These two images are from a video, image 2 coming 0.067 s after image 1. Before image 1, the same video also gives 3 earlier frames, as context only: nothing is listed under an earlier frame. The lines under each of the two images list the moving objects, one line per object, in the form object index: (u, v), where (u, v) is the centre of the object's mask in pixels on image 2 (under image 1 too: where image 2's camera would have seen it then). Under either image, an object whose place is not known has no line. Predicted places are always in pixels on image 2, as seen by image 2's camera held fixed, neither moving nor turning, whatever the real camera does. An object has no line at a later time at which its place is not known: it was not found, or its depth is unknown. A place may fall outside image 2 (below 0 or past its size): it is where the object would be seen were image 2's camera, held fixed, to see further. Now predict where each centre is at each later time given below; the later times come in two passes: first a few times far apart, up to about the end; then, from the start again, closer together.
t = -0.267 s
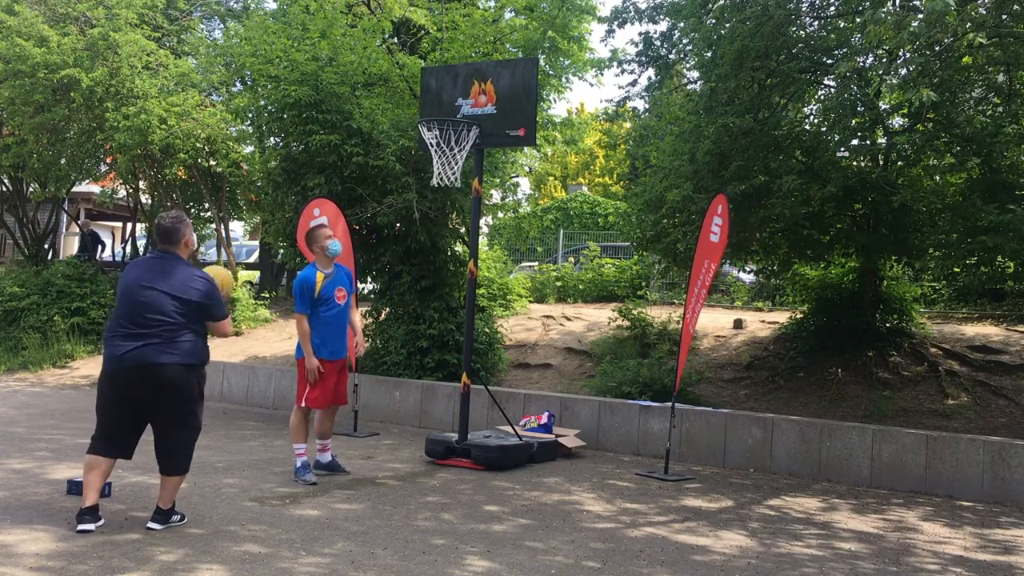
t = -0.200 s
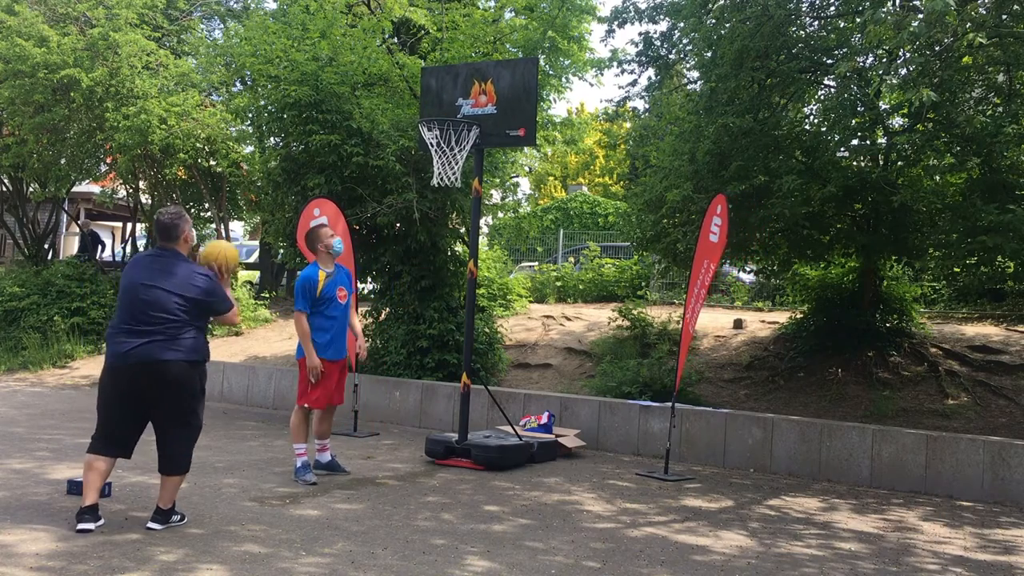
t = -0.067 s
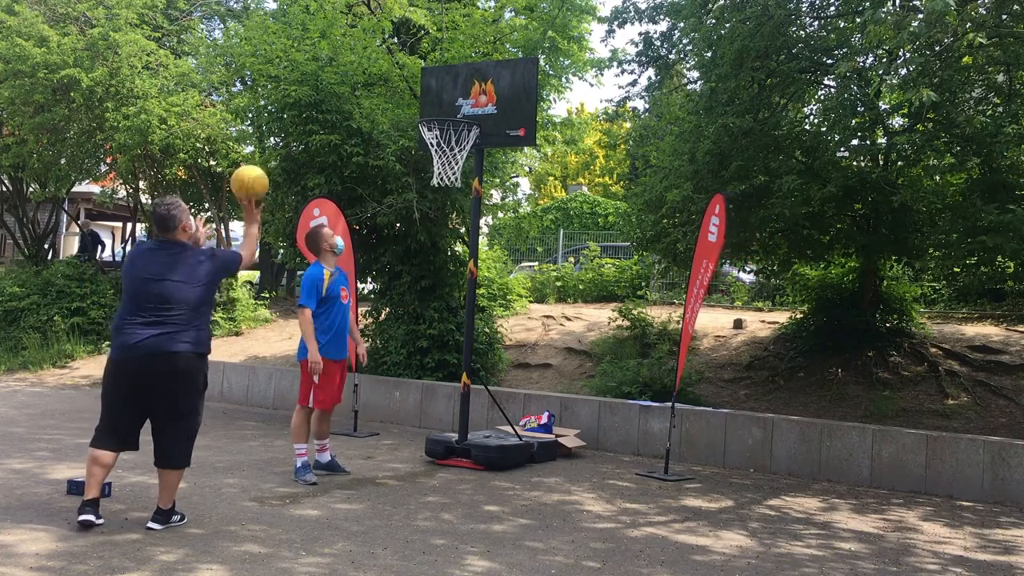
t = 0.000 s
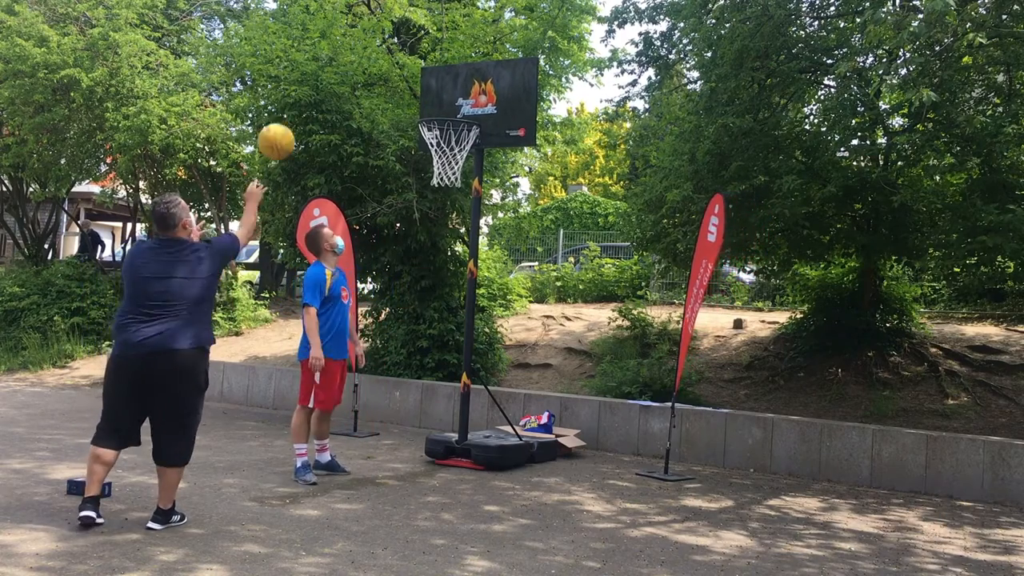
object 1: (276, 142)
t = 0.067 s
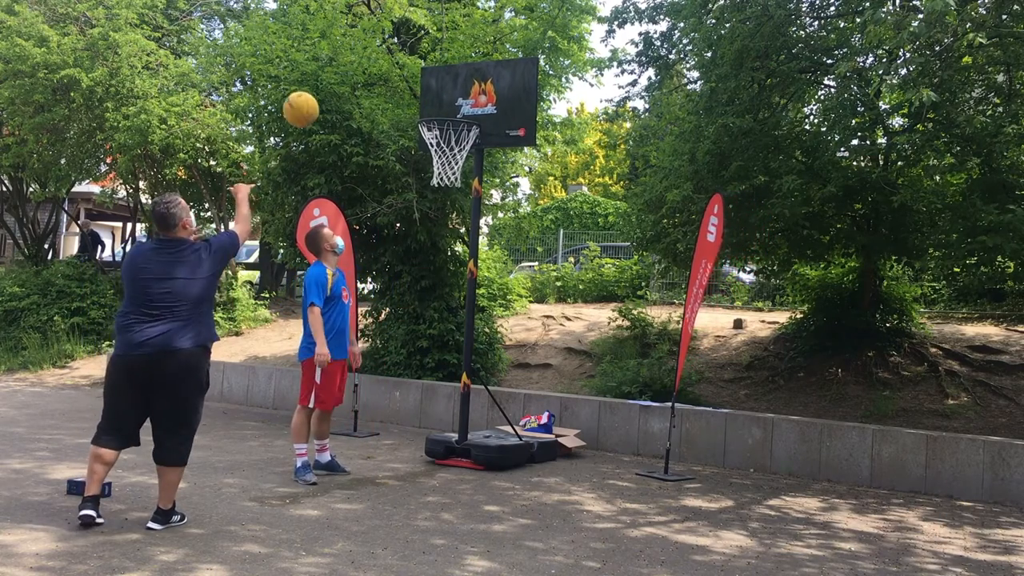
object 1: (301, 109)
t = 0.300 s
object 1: (373, 61)
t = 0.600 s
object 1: (439, 107)
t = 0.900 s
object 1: (433, 95)
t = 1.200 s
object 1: (416, 224)
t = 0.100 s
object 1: (312, 97)
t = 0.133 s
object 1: (324, 86)
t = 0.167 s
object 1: (334, 77)
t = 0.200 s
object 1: (344, 71)
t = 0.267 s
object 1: (364, 62)
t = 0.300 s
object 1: (373, 61)
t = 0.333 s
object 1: (382, 61)
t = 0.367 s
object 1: (391, 62)
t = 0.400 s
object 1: (399, 66)
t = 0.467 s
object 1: (415, 76)
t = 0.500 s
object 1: (422, 84)
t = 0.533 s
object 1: (429, 93)
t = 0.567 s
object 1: (435, 102)
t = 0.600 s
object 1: (439, 107)
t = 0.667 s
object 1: (438, 94)
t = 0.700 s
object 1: (438, 90)
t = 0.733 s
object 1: (437, 87)
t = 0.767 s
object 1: (437, 85)
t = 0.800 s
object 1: (436, 85)
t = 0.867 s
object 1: (434, 90)
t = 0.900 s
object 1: (433, 95)
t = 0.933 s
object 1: (432, 101)
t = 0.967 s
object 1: (431, 110)
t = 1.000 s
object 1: (429, 120)
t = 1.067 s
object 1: (426, 146)
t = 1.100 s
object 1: (424, 163)
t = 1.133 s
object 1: (421, 181)
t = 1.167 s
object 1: (419, 201)
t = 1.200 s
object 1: (416, 224)
